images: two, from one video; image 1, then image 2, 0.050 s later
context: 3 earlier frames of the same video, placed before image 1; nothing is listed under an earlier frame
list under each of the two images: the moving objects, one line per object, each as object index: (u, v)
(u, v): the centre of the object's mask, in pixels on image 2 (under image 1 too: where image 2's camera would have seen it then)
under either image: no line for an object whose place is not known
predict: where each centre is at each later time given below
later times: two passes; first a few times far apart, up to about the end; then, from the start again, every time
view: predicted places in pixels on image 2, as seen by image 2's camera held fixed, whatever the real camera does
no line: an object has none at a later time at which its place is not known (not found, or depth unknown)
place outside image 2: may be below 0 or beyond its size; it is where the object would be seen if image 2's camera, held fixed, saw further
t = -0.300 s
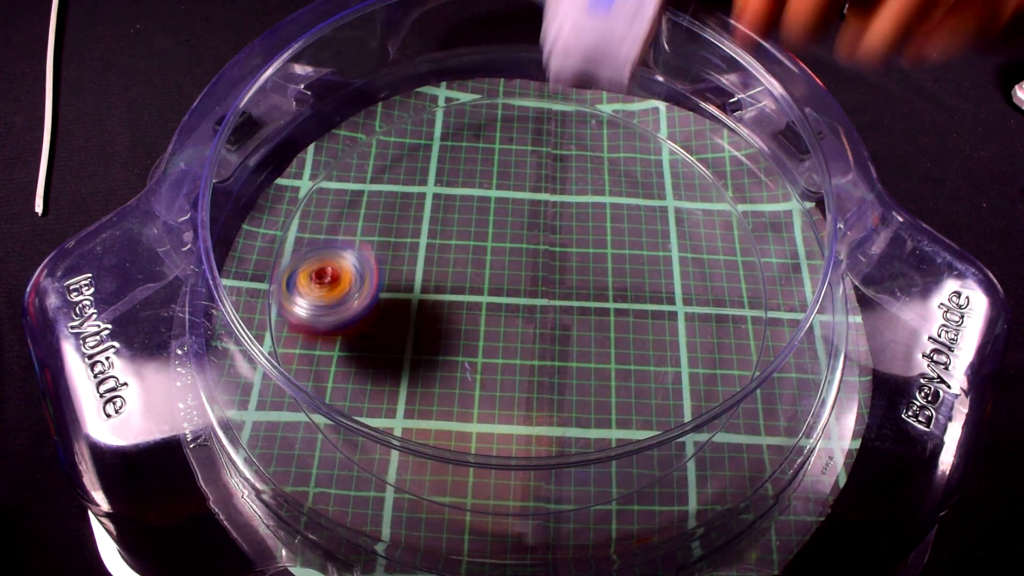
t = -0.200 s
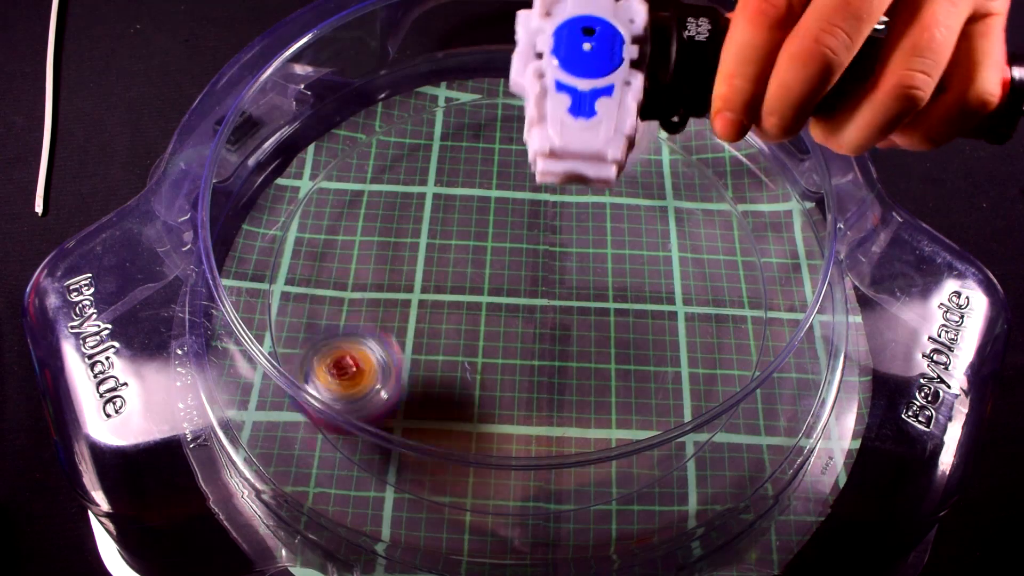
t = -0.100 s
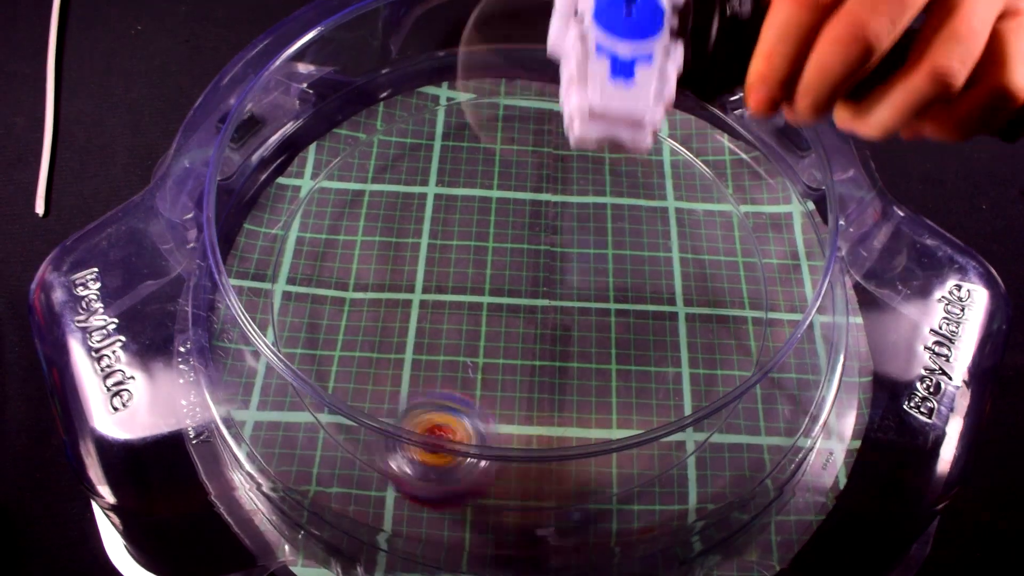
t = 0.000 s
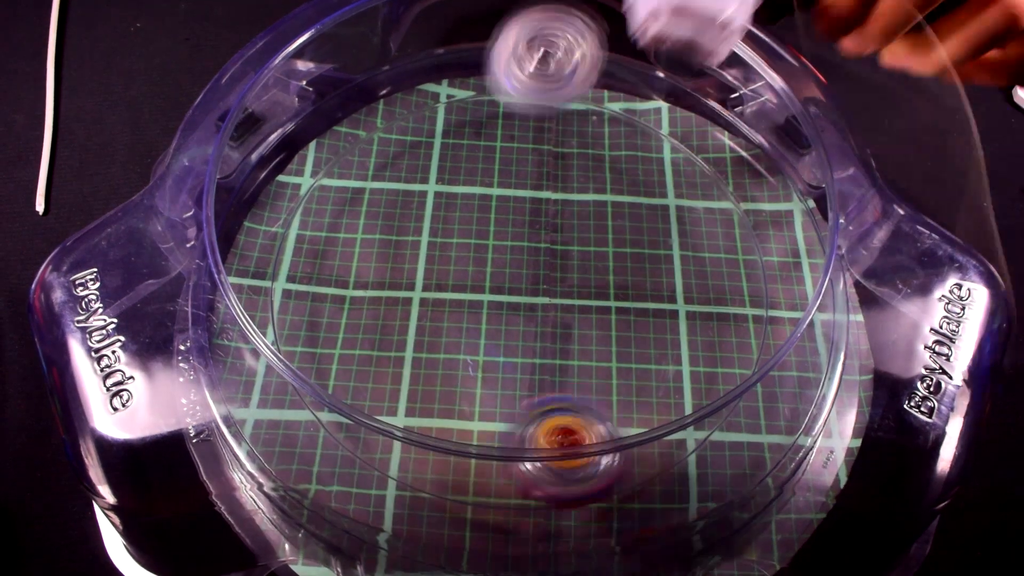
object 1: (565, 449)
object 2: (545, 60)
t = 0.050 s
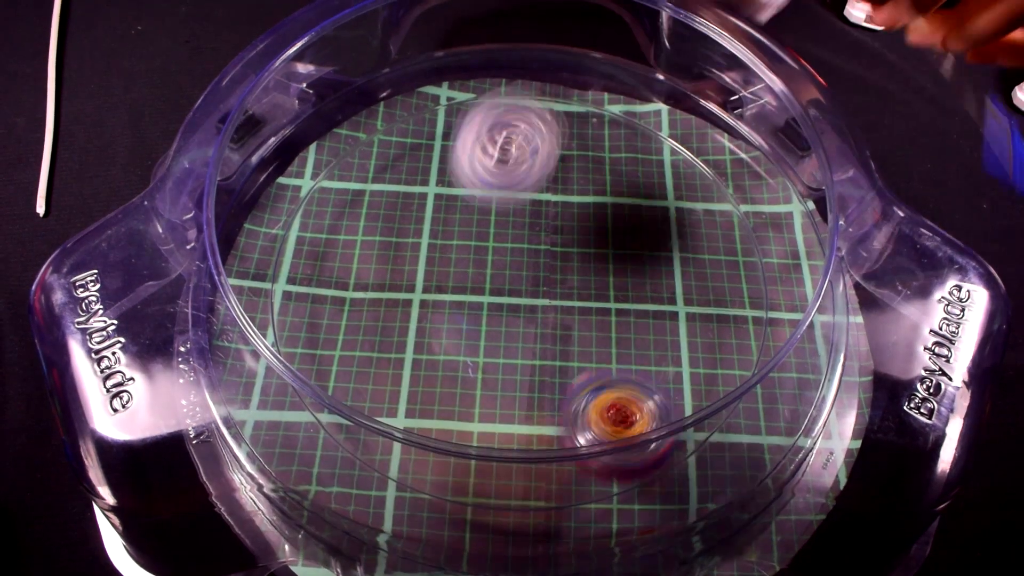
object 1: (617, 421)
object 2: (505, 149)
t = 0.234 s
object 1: (665, 252)
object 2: (389, 320)
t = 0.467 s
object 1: (488, 125)
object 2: (374, 407)
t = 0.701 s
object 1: (309, 216)
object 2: (485, 314)
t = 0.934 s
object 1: (424, 388)
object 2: (588, 207)
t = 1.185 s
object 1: (683, 316)
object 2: (587, 219)
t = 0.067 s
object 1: (625, 403)
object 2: (493, 182)
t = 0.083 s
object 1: (641, 392)
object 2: (482, 222)
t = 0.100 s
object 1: (653, 383)
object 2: (472, 237)
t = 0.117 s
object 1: (664, 368)
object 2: (461, 234)
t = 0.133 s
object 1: (671, 352)
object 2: (452, 236)
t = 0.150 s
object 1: (674, 334)
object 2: (439, 240)
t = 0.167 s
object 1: (677, 318)
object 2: (429, 247)
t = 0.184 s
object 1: (677, 301)
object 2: (417, 260)
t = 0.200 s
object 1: (675, 284)
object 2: (408, 278)
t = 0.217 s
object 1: (671, 268)
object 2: (397, 297)
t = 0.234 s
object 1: (665, 252)
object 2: (389, 320)
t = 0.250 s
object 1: (659, 238)
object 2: (379, 352)
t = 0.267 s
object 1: (650, 223)
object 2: (374, 360)
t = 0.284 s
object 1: (640, 209)
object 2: (371, 361)
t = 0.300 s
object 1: (630, 196)
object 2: (368, 364)
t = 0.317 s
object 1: (618, 184)
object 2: (368, 370)
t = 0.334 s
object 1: (606, 173)
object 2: (364, 387)
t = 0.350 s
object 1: (593, 161)
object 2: (363, 395)
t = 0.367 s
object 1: (579, 153)
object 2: (361, 399)
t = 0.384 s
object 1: (565, 146)
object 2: (361, 404)
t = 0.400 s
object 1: (550, 138)
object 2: (362, 407)
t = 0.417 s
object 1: (535, 133)
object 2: (363, 409)
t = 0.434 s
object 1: (519, 128)
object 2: (366, 409)
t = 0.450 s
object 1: (504, 126)
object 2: (370, 408)
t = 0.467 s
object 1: (488, 125)
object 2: (374, 407)
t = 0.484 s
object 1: (472, 123)
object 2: (380, 402)
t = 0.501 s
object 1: (456, 124)
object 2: (385, 400)
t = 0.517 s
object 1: (440, 126)
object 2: (395, 388)
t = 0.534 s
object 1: (425, 128)
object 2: (399, 387)
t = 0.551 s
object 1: (409, 132)
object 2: (406, 384)
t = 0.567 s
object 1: (395, 136)
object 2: (413, 379)
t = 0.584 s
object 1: (380, 143)
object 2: (421, 374)
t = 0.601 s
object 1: (366, 151)
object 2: (429, 367)
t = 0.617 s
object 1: (354, 159)
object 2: (438, 359)
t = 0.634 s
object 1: (342, 169)
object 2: (449, 351)
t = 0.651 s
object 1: (333, 178)
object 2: (457, 342)
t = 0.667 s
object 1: (323, 190)
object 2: (467, 334)
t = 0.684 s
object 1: (315, 202)
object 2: (475, 324)
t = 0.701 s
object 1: (309, 216)
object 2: (485, 314)
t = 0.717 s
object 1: (305, 228)
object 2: (494, 304)
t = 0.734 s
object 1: (302, 240)
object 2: (503, 295)
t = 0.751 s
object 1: (302, 255)
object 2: (512, 285)
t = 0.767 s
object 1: (303, 270)
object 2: (521, 275)
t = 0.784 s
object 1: (306, 285)
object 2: (530, 266)
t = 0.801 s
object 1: (311, 299)
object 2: (537, 256)
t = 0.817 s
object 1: (319, 313)
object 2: (545, 250)
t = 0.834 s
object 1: (329, 327)
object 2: (552, 243)
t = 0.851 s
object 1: (340, 341)
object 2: (560, 235)
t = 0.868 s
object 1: (354, 352)
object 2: (565, 227)
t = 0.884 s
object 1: (368, 363)
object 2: (573, 221)
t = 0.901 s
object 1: (386, 373)
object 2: (578, 216)
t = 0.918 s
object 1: (404, 381)
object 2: (583, 212)
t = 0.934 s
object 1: (424, 388)
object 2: (588, 207)
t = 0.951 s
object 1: (443, 393)
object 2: (593, 204)
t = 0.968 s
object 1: (465, 397)
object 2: (597, 202)
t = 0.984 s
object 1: (484, 398)
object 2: (600, 201)
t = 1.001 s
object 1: (506, 397)
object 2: (603, 200)
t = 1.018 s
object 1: (527, 394)
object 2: (606, 201)
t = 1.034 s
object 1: (548, 390)
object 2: (608, 201)
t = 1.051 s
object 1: (566, 383)
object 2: (609, 203)
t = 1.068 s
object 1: (583, 376)
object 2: (610, 205)
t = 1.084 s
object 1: (600, 366)
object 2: (611, 209)
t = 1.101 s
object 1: (616, 355)
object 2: (611, 212)
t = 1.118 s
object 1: (628, 343)
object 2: (610, 218)
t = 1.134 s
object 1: (641, 329)
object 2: (609, 223)
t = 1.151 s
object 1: (650, 317)
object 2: (608, 230)
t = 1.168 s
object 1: (663, 312)
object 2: (601, 231)
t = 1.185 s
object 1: (683, 316)
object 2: (587, 219)
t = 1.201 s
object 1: (705, 325)
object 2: (574, 206)
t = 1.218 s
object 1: (722, 327)
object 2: (559, 194)
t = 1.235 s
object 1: (735, 329)
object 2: (546, 183)
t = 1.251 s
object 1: (753, 333)
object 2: (533, 173)
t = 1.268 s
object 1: (763, 334)
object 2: (519, 164)
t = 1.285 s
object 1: (765, 333)
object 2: (507, 156)
